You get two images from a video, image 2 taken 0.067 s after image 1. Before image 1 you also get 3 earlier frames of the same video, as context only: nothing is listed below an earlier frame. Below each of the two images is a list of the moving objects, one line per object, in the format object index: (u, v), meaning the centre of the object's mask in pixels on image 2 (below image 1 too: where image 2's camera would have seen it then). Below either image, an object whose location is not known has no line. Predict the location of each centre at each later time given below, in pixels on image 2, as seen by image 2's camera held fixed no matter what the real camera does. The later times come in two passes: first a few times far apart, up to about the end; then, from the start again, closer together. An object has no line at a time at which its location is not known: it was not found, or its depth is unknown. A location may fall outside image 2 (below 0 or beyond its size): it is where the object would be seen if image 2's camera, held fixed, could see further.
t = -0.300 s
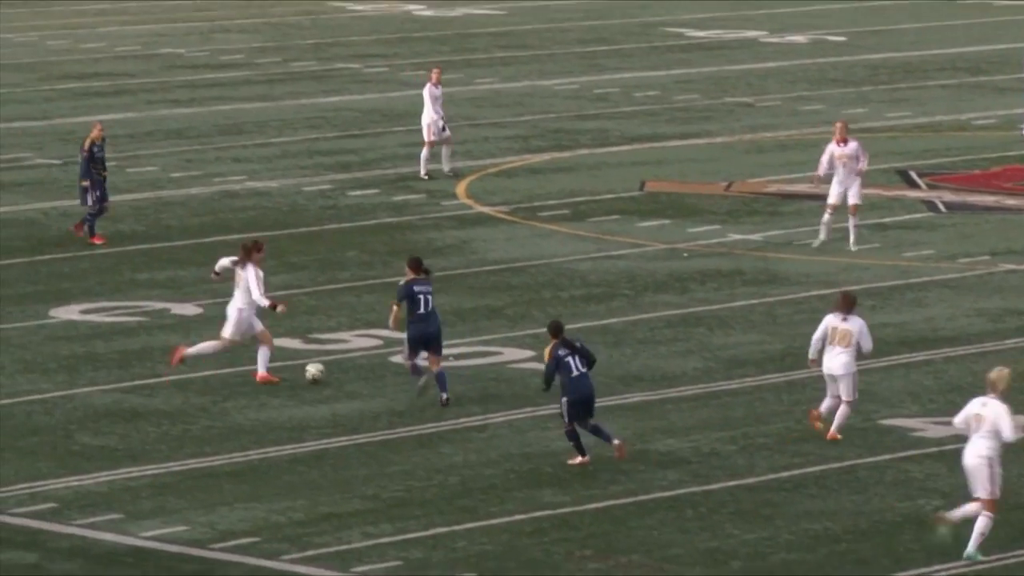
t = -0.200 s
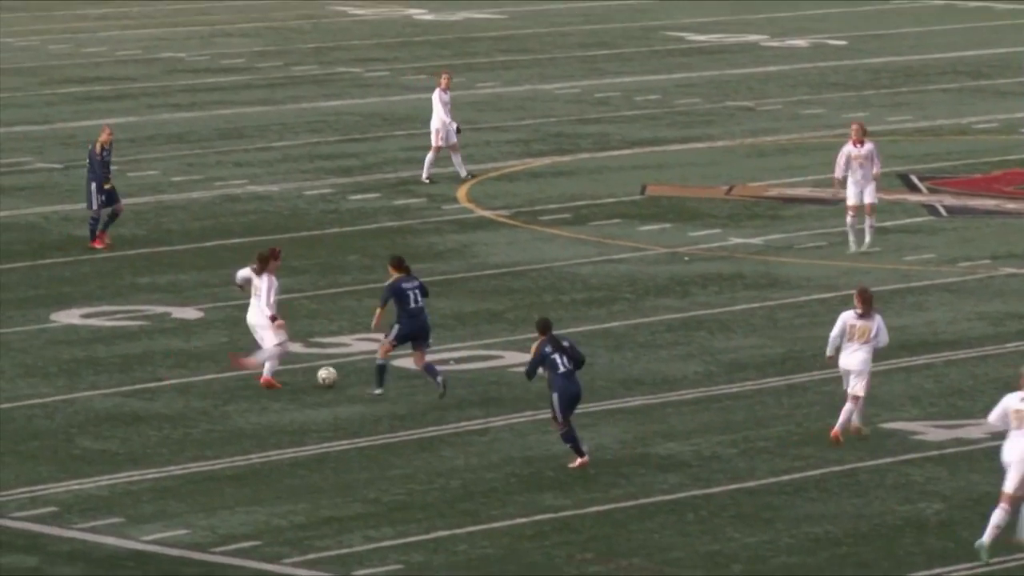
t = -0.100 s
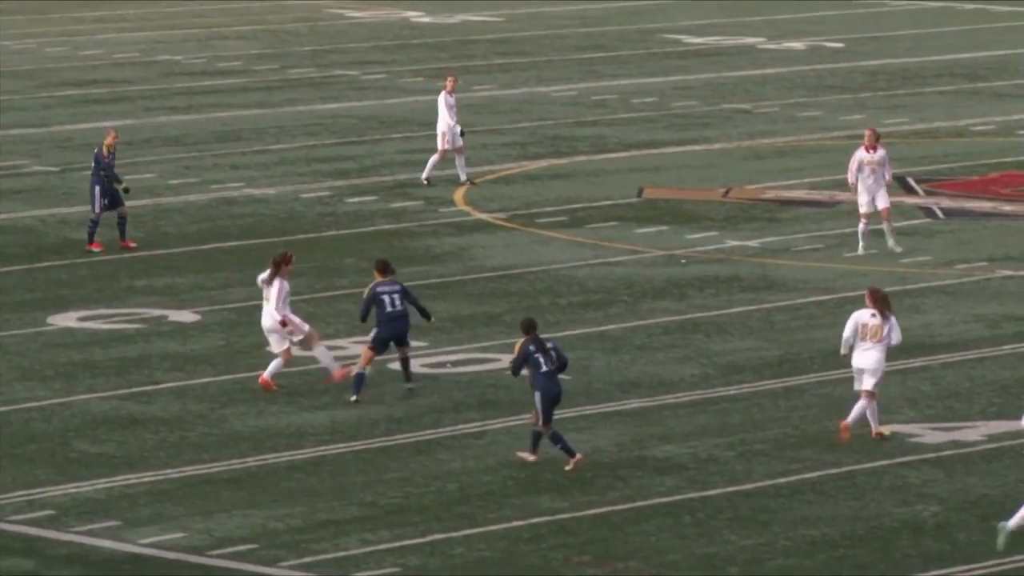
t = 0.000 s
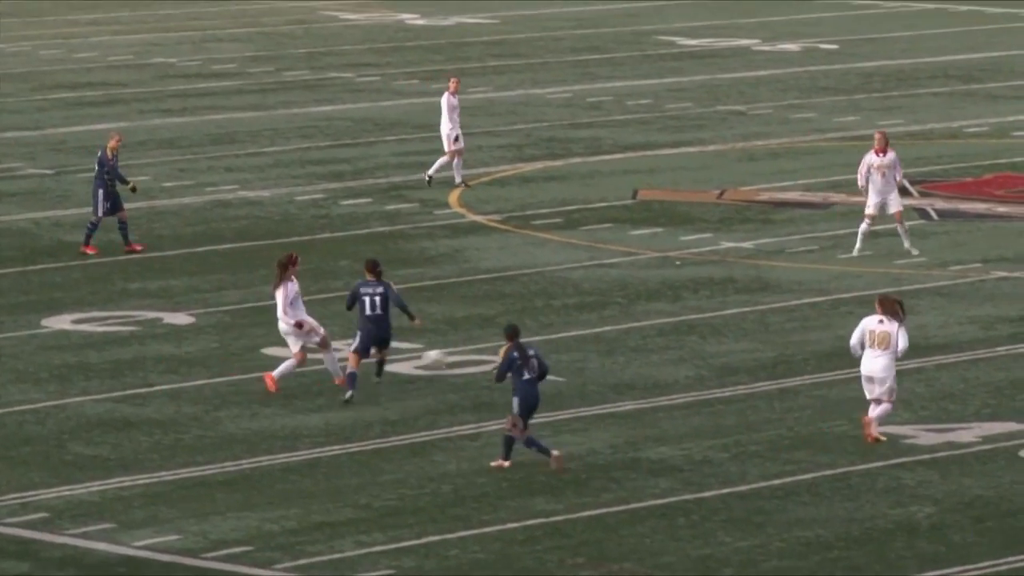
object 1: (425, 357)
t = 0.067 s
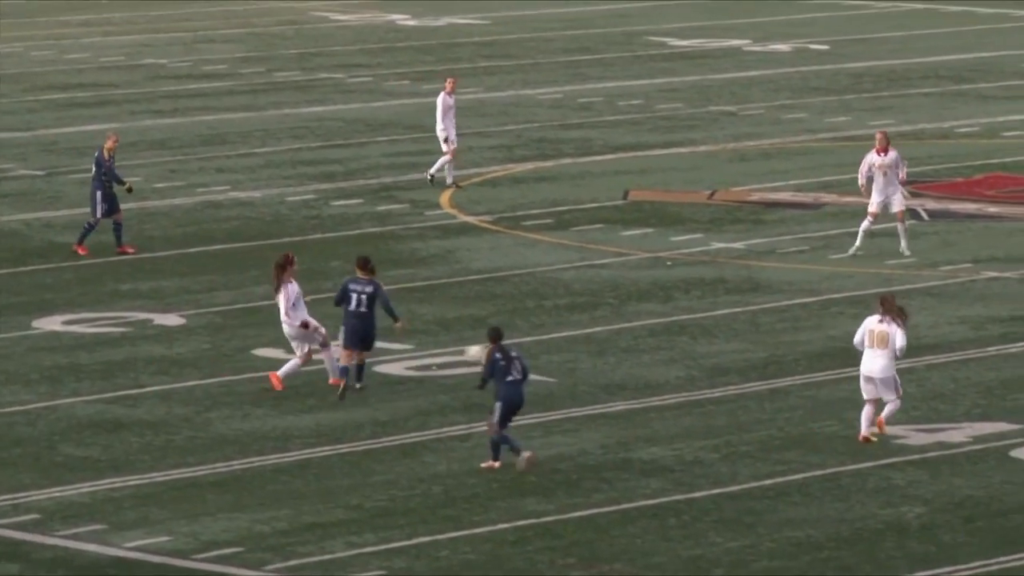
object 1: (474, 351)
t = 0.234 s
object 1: (584, 331)
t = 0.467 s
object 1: (707, 306)
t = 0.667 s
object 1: (790, 286)
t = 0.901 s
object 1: (870, 271)
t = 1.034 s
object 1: (910, 262)
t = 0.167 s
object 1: (542, 336)
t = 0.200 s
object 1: (563, 332)
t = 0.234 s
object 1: (584, 331)
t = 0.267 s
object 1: (603, 329)
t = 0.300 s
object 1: (622, 323)
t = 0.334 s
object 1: (640, 316)
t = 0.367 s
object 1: (666, 310)
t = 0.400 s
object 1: (674, 309)
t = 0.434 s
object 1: (691, 307)
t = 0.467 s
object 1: (707, 306)
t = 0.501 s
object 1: (722, 302)
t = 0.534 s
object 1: (736, 297)
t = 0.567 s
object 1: (750, 292)
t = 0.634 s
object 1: (777, 287)
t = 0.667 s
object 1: (790, 286)
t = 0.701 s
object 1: (804, 284)
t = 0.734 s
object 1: (815, 280)
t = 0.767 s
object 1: (826, 277)
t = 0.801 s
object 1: (838, 274)
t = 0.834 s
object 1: (849, 273)
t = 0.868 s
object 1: (860, 272)
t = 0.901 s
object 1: (870, 271)
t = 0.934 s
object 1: (881, 267)
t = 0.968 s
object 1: (890, 265)
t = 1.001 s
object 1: (900, 263)
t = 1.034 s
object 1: (910, 262)
